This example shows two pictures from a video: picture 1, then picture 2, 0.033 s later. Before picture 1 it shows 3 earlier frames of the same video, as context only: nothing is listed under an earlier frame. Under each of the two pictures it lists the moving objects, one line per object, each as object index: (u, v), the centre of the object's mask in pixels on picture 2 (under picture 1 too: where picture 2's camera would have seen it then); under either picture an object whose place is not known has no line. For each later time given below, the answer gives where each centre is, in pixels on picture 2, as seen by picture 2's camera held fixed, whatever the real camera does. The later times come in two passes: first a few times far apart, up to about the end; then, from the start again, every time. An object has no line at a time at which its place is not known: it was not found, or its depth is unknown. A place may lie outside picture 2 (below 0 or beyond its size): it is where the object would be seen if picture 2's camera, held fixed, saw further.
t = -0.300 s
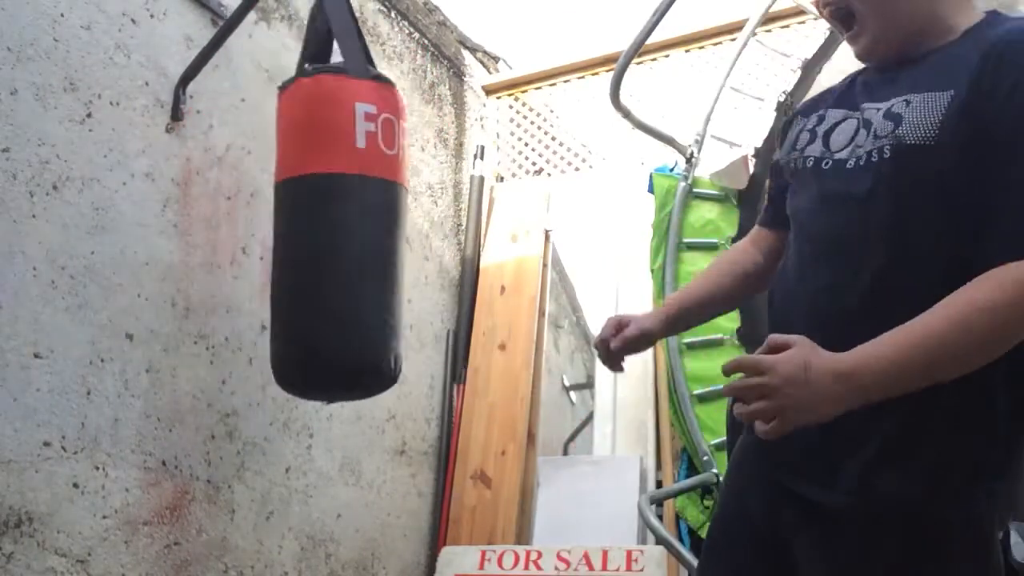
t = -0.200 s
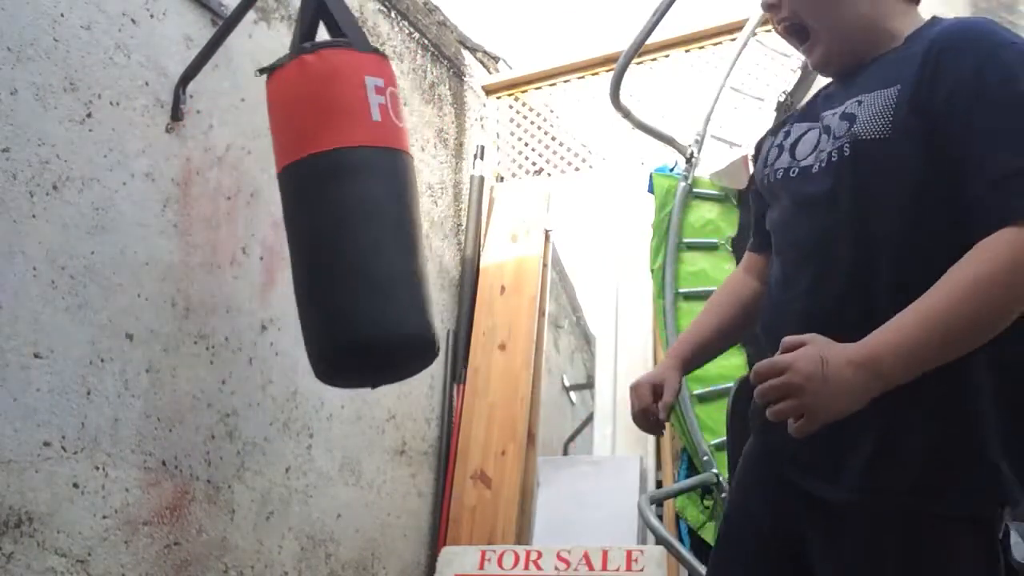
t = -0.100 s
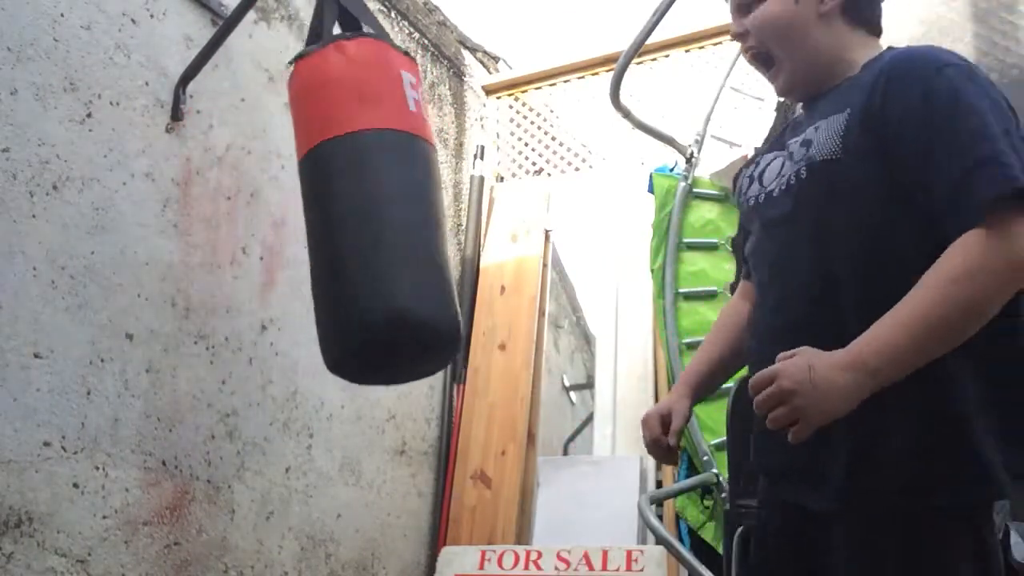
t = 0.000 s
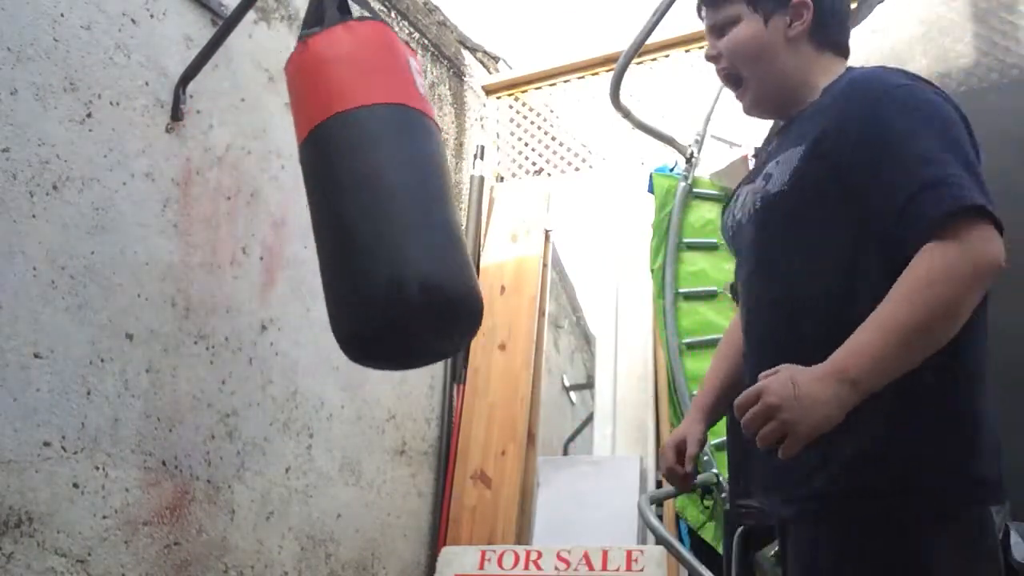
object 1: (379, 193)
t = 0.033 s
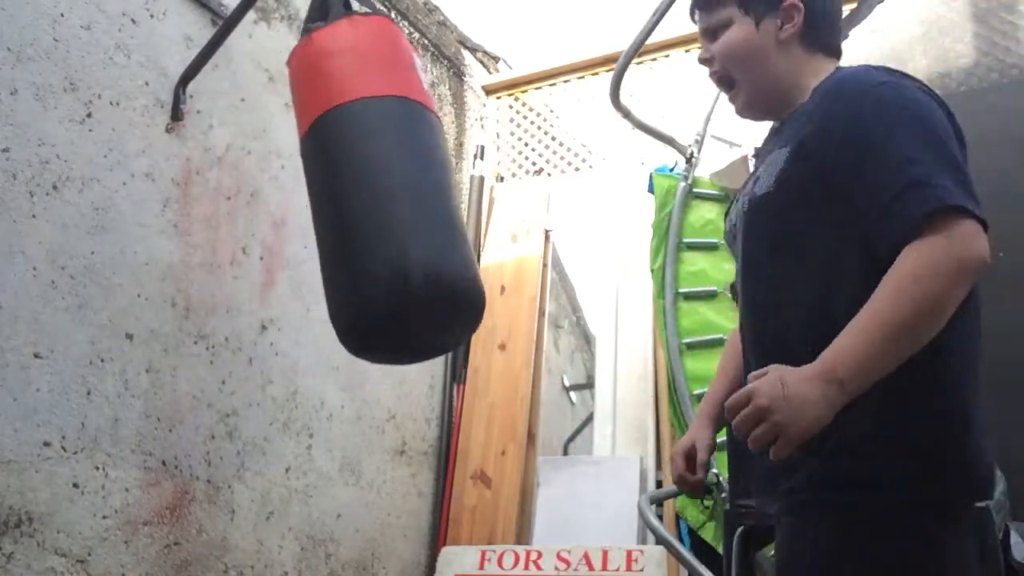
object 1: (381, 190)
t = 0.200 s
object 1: (370, 178)
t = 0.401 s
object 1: (326, 184)
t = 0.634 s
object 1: (276, 203)
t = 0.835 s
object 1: (264, 209)
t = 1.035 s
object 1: (277, 209)
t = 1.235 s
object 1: (306, 213)
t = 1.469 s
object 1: (345, 210)
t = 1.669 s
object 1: (367, 195)
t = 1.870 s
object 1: (360, 180)
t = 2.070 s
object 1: (323, 183)
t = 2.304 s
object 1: (281, 202)
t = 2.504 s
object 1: (270, 210)
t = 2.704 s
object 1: (281, 211)
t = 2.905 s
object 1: (307, 213)
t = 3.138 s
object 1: (341, 212)
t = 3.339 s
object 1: (362, 200)
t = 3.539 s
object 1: (358, 184)
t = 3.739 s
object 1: (325, 182)
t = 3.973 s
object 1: (285, 199)
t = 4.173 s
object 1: (274, 210)
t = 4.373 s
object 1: (285, 211)
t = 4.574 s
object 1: (307, 211)
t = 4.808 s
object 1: (336, 212)
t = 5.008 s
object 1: (353, 204)
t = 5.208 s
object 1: (352, 188)
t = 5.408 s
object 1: (326, 181)
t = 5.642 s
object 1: (290, 196)
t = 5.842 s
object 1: (279, 209)
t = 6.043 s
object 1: (288, 212)
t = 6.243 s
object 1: (307, 211)
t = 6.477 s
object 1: (332, 212)
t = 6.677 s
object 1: (347, 208)
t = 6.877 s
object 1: (345, 193)
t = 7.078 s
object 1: (324, 183)
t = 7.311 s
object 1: (292, 193)
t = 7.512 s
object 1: (283, 207)
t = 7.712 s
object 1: (291, 212)
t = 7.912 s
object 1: (309, 211)
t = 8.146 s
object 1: (331, 212)
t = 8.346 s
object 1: (344, 209)
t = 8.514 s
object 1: (344, 200)
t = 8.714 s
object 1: (327, 186)
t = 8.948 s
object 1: (297, 188)
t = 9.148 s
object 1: (285, 203)
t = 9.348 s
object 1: (290, 211)
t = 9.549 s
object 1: (306, 212)
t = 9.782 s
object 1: (328, 212)
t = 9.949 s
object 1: (338, 212)
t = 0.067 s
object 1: (381, 187)
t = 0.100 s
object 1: (380, 184)
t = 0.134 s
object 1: (377, 181)
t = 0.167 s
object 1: (375, 180)
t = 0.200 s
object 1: (370, 178)
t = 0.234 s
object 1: (364, 177)
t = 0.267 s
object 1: (358, 178)
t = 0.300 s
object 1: (351, 179)
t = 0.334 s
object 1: (343, 180)
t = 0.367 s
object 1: (335, 182)
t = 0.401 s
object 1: (326, 184)
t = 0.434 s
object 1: (317, 187)
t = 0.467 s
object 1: (309, 189)
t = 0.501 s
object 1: (301, 192)
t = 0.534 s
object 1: (294, 195)
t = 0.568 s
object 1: (287, 198)
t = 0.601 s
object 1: (281, 200)
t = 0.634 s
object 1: (276, 203)
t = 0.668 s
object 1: (271, 205)
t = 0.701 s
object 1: (268, 207)
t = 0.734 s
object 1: (266, 208)
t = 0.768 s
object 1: (264, 209)
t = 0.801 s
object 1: (263, 209)
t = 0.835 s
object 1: (264, 209)
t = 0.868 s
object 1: (265, 209)
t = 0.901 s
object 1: (266, 209)
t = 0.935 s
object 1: (268, 209)
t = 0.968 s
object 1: (270, 209)
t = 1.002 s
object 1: (273, 209)
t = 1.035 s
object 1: (277, 209)
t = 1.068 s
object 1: (281, 209)
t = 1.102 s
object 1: (286, 210)
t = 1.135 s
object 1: (291, 211)
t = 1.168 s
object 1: (296, 211)
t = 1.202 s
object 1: (301, 211)
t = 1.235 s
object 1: (306, 213)
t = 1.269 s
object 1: (312, 214)
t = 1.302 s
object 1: (318, 213)
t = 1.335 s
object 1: (324, 213)
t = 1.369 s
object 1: (329, 212)
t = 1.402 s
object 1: (335, 212)
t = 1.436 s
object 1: (341, 212)
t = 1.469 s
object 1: (345, 210)
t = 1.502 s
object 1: (350, 209)
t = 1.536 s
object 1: (355, 206)
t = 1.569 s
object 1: (359, 204)
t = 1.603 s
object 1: (363, 201)
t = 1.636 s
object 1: (365, 198)
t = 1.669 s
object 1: (367, 195)
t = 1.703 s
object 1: (369, 192)
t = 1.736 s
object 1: (369, 189)
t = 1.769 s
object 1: (368, 186)
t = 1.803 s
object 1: (367, 184)
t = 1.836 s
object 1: (364, 182)
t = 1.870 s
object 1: (360, 180)
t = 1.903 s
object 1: (355, 179)
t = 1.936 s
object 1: (351, 179)
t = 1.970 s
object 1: (344, 179)
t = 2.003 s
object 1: (338, 180)
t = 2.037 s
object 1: (331, 182)
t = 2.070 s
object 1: (323, 183)
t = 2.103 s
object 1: (316, 186)
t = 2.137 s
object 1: (309, 189)
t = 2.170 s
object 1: (303, 192)
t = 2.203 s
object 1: (296, 194)
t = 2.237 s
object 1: (290, 197)
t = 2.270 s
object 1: (285, 200)
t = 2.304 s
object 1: (281, 202)
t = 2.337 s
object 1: (277, 204)
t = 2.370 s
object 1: (274, 206)
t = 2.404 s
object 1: (272, 208)
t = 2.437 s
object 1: (271, 209)
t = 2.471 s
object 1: (270, 209)
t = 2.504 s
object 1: (270, 210)
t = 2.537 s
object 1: (270, 211)
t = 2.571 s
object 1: (272, 211)
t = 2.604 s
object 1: (273, 211)
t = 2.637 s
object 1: (275, 211)
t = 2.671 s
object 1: (278, 211)
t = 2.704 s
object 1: (281, 211)
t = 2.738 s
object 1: (285, 211)
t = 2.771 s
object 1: (289, 212)
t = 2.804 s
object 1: (293, 212)
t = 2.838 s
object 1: (297, 212)
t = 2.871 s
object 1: (302, 213)
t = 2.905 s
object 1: (307, 213)
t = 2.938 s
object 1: (312, 213)
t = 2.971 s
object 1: (316, 213)
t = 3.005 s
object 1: (321, 214)
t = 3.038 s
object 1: (327, 214)
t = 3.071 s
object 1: (332, 213)
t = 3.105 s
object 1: (336, 213)
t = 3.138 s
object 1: (341, 212)
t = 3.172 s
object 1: (346, 211)
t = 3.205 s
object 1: (350, 209)
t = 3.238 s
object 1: (354, 208)
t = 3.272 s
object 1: (357, 205)
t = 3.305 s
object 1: (360, 203)
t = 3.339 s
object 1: (362, 200)
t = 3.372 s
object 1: (363, 198)
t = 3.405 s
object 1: (364, 195)
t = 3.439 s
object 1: (364, 192)
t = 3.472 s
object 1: (363, 189)
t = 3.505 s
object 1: (360, 186)
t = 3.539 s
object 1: (358, 184)
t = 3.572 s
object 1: (354, 182)
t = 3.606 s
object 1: (349, 181)
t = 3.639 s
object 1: (344, 180)
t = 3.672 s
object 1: (338, 180)
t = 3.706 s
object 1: (331, 181)
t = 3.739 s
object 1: (325, 182)
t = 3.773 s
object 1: (318, 183)
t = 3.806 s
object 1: (311, 186)
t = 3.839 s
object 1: (305, 188)
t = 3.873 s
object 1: (299, 190)
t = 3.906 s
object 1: (294, 194)
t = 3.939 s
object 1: (289, 196)
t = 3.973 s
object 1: (285, 199)
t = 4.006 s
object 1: (281, 201)
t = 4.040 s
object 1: (278, 204)
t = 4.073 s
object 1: (276, 206)
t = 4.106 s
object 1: (275, 208)
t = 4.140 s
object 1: (274, 209)
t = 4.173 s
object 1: (274, 210)
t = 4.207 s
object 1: (275, 211)
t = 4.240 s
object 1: (276, 211)
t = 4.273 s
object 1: (277, 211)
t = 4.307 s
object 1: (280, 211)
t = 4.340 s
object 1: (282, 211)
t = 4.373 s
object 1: (285, 211)
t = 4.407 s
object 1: (288, 211)
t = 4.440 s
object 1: (291, 211)
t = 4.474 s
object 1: (295, 211)
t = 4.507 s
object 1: (299, 211)
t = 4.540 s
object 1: (303, 211)
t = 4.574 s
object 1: (307, 211)
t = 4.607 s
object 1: (312, 211)
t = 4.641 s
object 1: (316, 211)
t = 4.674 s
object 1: (320, 212)
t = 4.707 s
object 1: (324, 212)
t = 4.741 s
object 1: (328, 212)
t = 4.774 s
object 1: (332, 212)
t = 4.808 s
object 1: (336, 212)
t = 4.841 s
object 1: (340, 211)
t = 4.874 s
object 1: (343, 211)
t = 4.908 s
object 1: (346, 210)
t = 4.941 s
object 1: (349, 208)
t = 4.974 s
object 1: (352, 207)
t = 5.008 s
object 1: (353, 204)
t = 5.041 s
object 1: (355, 202)
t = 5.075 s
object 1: (356, 199)
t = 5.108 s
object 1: (356, 196)
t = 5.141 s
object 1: (355, 194)
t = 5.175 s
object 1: (354, 190)
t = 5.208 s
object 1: (352, 188)
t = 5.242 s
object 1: (349, 186)
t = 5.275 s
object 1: (346, 184)
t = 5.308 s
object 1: (342, 182)
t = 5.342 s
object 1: (337, 182)
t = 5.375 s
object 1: (331, 181)
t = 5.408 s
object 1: (326, 181)
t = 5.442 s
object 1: (321, 182)
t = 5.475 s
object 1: (315, 184)
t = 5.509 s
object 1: (309, 186)
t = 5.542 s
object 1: (304, 188)
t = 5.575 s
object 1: (298, 191)
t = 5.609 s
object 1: (294, 193)
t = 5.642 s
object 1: (290, 196)
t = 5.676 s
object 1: (286, 199)
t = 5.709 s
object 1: (284, 201)
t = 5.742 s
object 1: (281, 203)
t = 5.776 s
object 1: (280, 205)
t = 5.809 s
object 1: (279, 207)
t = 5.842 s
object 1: (279, 209)
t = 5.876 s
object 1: (279, 210)
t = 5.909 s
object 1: (280, 211)
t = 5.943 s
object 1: (282, 211)
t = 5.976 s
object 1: (283, 211)
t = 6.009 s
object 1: (285, 211)
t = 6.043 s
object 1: (288, 212)
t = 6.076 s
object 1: (291, 212)
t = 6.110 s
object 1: (294, 211)
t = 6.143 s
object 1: (297, 211)
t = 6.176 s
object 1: (300, 211)
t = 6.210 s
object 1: (304, 211)
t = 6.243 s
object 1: (307, 211)
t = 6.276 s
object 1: (311, 211)
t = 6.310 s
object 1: (315, 211)
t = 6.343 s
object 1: (318, 212)
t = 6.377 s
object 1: (322, 212)
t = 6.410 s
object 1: (326, 212)
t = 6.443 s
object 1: (329, 212)
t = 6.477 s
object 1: (332, 212)
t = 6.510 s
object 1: (335, 212)
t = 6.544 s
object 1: (338, 212)
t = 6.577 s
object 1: (341, 211)
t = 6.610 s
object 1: (343, 210)
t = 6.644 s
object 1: (345, 209)
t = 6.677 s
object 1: (347, 208)
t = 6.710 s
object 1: (348, 206)
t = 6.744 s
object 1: (348, 203)
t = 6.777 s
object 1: (349, 201)
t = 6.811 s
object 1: (348, 198)
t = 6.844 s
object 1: (347, 196)
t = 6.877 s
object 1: (345, 193)
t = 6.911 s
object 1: (343, 191)
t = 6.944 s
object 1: (340, 188)
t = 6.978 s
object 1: (337, 186)
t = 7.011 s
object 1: (333, 184)
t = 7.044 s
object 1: (329, 183)
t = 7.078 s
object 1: (324, 183)
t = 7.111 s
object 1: (319, 183)
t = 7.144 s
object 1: (314, 183)
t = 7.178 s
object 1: (309, 185)
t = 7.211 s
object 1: (305, 186)
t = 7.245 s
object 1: (300, 188)
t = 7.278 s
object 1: (296, 190)
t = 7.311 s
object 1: (292, 193)
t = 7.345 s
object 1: (289, 196)
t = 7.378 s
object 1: (287, 198)
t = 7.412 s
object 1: (285, 201)
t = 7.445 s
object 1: (284, 203)
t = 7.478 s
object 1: (283, 205)
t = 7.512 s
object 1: (283, 207)
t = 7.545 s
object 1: (283, 209)
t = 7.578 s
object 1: (284, 210)
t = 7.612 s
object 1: (285, 211)
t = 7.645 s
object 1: (287, 211)
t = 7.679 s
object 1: (289, 212)
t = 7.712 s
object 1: (291, 212)
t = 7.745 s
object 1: (294, 212)
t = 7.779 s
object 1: (296, 212)
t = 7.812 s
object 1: (300, 212)
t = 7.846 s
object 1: (303, 212)
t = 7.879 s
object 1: (306, 211)
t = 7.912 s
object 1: (309, 211)
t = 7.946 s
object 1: (312, 211)
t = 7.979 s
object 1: (316, 211)
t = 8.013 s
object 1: (319, 211)
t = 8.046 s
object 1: (322, 212)
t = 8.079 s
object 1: (325, 212)
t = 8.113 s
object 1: (329, 212)
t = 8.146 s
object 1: (331, 212)
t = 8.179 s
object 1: (334, 212)
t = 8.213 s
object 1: (336, 212)
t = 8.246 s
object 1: (339, 212)
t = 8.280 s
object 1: (341, 211)
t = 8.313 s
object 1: (342, 210)
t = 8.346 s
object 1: (344, 209)
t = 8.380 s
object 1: (345, 208)
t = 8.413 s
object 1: (345, 206)
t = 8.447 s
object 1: (345, 204)
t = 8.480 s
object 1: (345, 203)
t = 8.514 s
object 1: (344, 200)
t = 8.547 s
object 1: (342, 197)
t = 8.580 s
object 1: (340, 195)
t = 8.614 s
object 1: (337, 192)
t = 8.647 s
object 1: (335, 190)
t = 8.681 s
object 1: (331, 188)
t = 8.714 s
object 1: (327, 186)
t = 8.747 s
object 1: (323, 185)
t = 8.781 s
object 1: (318, 184)
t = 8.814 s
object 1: (314, 184)
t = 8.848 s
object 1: (309, 184)
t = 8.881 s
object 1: (305, 185)
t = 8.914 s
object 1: (301, 187)
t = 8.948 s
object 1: (297, 188)
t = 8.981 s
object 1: (293, 190)
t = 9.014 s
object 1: (291, 193)
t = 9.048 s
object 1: (288, 195)
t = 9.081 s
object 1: (287, 198)
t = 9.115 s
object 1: (285, 201)
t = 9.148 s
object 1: (285, 203)
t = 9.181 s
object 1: (284, 205)
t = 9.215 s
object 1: (285, 207)
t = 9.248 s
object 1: (285, 208)
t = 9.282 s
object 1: (287, 210)
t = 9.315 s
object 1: (288, 211)
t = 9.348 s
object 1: (290, 211)
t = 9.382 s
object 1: (292, 212)
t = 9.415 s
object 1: (295, 213)
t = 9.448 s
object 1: (298, 213)
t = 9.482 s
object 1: (300, 213)
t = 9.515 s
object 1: (304, 212)
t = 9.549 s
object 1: (306, 212)
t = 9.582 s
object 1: (310, 212)
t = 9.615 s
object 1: (313, 212)
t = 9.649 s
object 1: (316, 211)
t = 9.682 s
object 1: (319, 211)
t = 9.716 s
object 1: (322, 212)
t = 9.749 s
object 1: (325, 212)
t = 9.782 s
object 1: (328, 212)
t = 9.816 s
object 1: (330, 212)
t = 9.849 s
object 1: (333, 212)
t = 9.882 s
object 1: (335, 212)
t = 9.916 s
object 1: (337, 212)
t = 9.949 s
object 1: (338, 212)
